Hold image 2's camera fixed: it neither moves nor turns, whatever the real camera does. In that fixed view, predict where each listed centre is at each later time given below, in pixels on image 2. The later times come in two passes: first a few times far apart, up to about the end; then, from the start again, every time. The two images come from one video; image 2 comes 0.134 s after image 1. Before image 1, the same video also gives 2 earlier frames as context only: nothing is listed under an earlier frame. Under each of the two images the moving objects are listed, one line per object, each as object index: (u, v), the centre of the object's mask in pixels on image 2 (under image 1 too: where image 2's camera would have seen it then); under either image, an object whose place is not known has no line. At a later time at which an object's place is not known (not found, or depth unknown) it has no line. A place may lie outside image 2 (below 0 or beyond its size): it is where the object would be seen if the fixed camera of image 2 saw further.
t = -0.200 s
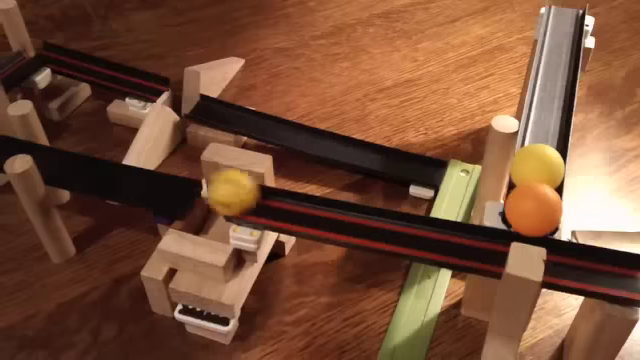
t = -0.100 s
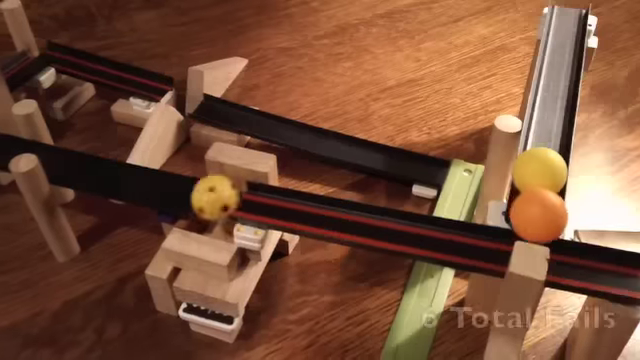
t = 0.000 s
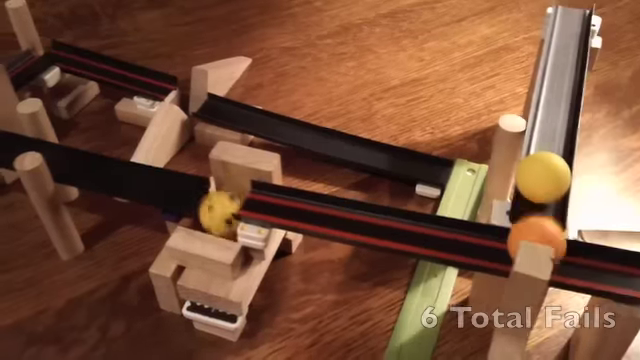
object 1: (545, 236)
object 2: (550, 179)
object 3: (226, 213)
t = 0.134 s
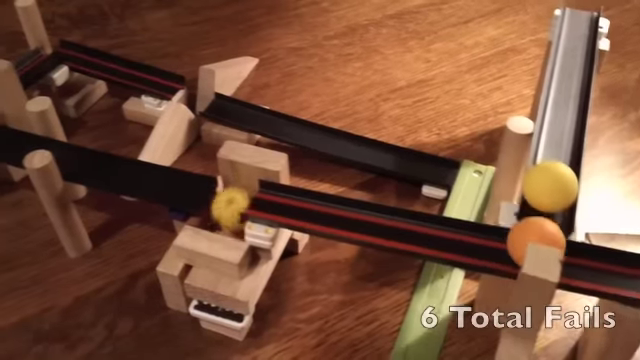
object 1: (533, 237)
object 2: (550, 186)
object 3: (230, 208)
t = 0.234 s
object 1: (519, 238)
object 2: (550, 193)
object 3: (232, 206)
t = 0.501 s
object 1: (457, 228)
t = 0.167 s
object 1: (529, 237)
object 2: (550, 189)
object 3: (231, 207)
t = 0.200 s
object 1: (524, 238)
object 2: (550, 191)
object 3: (232, 208)
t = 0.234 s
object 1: (519, 238)
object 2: (550, 193)
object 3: (232, 206)
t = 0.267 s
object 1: (514, 239)
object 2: (550, 194)
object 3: (232, 210)
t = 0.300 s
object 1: (509, 239)
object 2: (550, 197)
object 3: (232, 209)
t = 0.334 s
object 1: (502, 237)
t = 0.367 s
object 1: (495, 235)
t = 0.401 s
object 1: (486, 234)
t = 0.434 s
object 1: (477, 231)
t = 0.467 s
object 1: (467, 230)
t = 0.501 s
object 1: (457, 228)
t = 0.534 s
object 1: (446, 226)
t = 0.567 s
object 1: (434, 224)
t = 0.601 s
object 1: (421, 222)
